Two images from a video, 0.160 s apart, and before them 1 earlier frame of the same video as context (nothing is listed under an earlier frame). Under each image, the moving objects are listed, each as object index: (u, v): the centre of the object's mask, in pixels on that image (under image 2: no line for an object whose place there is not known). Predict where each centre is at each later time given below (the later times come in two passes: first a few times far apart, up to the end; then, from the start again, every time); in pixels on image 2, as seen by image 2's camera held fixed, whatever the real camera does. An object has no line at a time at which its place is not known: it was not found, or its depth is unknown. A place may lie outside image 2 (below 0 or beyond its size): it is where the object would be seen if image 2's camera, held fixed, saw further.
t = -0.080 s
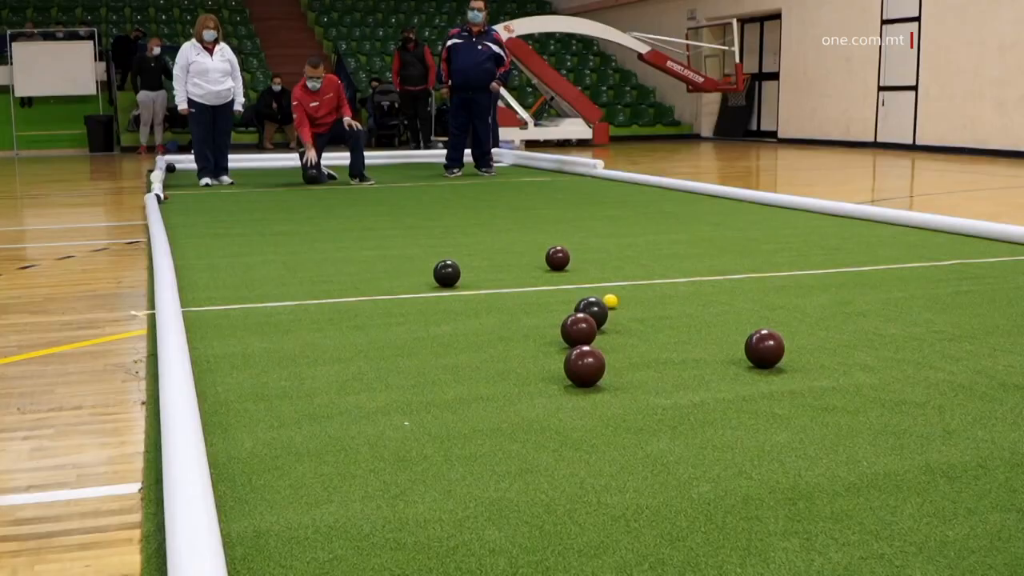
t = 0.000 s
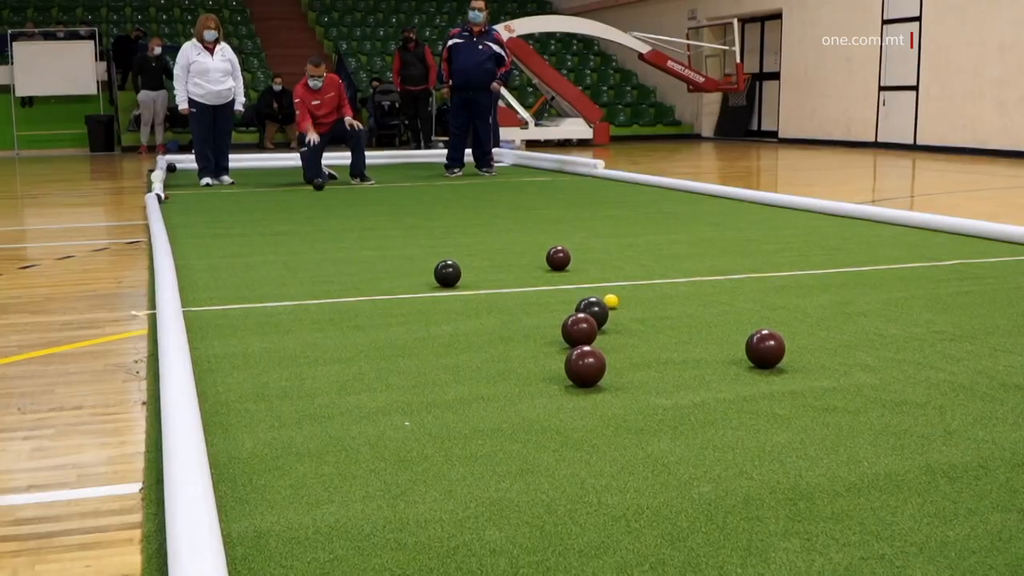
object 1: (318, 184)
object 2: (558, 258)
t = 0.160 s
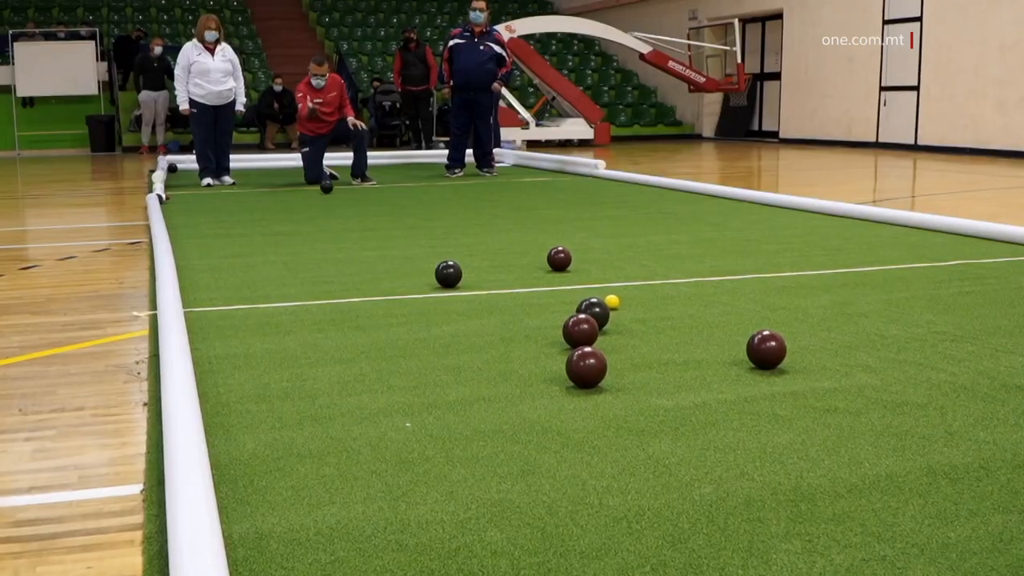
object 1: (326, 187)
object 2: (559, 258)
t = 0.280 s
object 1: (332, 189)
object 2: (559, 258)
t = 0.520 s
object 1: (344, 193)
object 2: (559, 258)
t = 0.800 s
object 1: (358, 198)
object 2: (559, 258)
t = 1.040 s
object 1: (372, 202)
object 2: (559, 258)
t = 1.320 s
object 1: (388, 208)
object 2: (559, 258)
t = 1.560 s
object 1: (402, 213)
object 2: (559, 258)
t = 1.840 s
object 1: (419, 219)
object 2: (559, 258)
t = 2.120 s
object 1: (437, 225)
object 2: (559, 258)
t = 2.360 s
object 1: (455, 230)
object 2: (559, 258)
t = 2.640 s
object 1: (475, 237)
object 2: (559, 258)
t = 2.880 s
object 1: (492, 242)
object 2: (559, 258)
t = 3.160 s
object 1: (511, 248)
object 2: (559, 258)
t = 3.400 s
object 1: (528, 253)
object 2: (559, 258)
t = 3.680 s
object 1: (536, 258)
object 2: (570, 259)
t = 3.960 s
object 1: (532, 261)
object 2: (589, 262)
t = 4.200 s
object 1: (529, 264)
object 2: (601, 264)
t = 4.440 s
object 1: (526, 265)
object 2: (611, 265)
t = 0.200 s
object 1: (328, 188)
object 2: (559, 258)
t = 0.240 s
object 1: (330, 188)
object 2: (559, 258)
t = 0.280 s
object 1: (332, 189)
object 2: (559, 258)
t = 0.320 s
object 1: (333, 189)
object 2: (559, 258)
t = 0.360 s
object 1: (336, 190)
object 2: (559, 258)
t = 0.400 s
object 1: (338, 191)
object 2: (559, 258)
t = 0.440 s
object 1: (340, 191)
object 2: (559, 258)
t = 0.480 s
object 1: (342, 192)
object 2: (559, 258)
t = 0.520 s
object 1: (344, 193)
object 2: (559, 258)
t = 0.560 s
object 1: (346, 194)
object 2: (559, 258)
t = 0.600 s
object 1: (348, 194)
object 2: (559, 258)
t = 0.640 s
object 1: (350, 195)
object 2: (559, 258)
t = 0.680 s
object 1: (352, 196)
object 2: (559, 258)
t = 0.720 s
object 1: (354, 196)
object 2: (559, 258)
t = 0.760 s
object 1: (356, 197)
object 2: (559, 258)
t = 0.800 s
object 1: (358, 198)
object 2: (559, 258)
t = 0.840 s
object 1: (360, 199)
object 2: (559, 258)
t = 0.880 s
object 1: (363, 200)
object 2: (559, 258)
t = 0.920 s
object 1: (365, 200)
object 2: (559, 258)
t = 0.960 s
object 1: (367, 201)
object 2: (559, 258)
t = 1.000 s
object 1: (369, 202)
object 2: (559, 258)
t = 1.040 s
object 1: (372, 202)
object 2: (559, 258)
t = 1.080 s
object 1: (374, 203)
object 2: (559, 258)
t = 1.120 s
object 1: (376, 204)
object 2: (559, 258)
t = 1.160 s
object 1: (378, 205)
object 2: (559, 258)
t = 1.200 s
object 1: (381, 205)
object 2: (559, 258)
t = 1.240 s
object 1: (383, 206)
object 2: (559, 258)
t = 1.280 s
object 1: (385, 207)
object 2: (559, 258)
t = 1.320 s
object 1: (388, 208)
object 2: (559, 258)
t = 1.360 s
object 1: (390, 208)
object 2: (559, 258)
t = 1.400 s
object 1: (392, 210)
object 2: (559, 258)
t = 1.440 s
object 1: (395, 210)
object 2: (559, 258)
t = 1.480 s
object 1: (397, 211)
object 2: (559, 258)
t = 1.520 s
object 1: (399, 212)
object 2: (559, 258)
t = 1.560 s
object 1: (402, 213)
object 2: (559, 258)
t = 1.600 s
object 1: (404, 214)
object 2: (559, 258)
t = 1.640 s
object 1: (406, 215)
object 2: (559, 258)
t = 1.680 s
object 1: (409, 216)
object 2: (559, 258)
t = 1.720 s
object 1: (411, 217)
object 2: (559, 258)
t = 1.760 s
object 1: (414, 217)
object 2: (559, 258)
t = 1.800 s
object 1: (416, 218)
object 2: (559, 258)
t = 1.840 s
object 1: (419, 219)
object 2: (559, 258)
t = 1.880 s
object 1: (421, 220)
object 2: (559, 258)
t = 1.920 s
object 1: (424, 221)
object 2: (559, 258)
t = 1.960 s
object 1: (426, 221)
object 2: (559, 258)
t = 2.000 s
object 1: (429, 222)
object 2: (559, 258)
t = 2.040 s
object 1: (432, 223)
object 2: (559, 258)
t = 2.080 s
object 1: (435, 224)
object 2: (559, 258)
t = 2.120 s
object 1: (437, 225)
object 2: (559, 258)
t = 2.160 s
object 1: (440, 226)
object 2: (559, 258)
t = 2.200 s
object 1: (443, 227)
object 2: (559, 258)
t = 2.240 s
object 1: (446, 227)
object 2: (559, 258)
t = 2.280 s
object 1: (449, 228)
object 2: (559, 258)
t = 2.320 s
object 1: (452, 229)
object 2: (559, 258)
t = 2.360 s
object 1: (455, 230)
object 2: (559, 258)
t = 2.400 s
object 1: (457, 231)
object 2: (559, 258)
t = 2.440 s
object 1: (460, 232)
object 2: (559, 258)
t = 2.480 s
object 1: (463, 233)
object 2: (559, 258)
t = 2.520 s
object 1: (466, 234)
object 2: (559, 258)
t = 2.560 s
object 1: (469, 235)
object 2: (559, 258)
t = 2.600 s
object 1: (472, 235)
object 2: (559, 258)
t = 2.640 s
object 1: (475, 237)
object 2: (559, 258)
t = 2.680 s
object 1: (477, 237)
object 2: (559, 258)
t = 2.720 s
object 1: (480, 238)
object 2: (559, 258)
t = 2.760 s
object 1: (483, 239)
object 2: (559, 258)
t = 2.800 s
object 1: (486, 240)
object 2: (559, 258)
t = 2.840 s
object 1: (489, 241)
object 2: (559, 258)
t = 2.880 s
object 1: (492, 242)
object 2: (559, 258)
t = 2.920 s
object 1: (494, 242)
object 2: (559, 258)
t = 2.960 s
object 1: (497, 243)
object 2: (559, 258)
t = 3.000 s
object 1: (500, 244)
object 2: (559, 258)
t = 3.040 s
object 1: (503, 245)
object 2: (559, 258)
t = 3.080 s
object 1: (505, 246)
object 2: (559, 258)
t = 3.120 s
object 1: (508, 247)
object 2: (559, 258)
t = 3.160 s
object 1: (511, 248)
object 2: (559, 258)
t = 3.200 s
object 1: (514, 249)
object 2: (559, 258)
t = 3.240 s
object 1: (517, 249)
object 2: (559, 258)
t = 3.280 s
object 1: (519, 250)
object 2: (559, 258)
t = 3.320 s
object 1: (522, 251)
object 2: (559, 258)
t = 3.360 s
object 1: (525, 252)
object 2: (559, 258)
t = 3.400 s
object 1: (528, 253)
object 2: (559, 258)
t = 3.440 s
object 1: (531, 254)
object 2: (559, 258)
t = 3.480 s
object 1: (533, 255)
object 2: (559, 258)
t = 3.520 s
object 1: (536, 256)
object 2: (559, 258)
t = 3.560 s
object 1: (538, 256)
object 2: (560, 258)
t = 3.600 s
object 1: (537, 257)
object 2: (564, 259)
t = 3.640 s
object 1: (536, 258)
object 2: (567, 259)
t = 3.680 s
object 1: (536, 258)
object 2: (570, 259)
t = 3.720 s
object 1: (535, 259)
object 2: (573, 260)
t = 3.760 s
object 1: (534, 259)
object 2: (576, 260)
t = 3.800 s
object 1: (534, 259)
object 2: (579, 261)
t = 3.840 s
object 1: (533, 260)
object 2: (581, 261)
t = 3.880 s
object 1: (533, 260)
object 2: (584, 261)
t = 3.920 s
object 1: (532, 261)
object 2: (587, 262)
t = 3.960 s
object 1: (532, 261)
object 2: (589, 262)
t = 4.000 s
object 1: (531, 262)
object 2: (591, 262)
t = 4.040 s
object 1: (531, 262)
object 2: (593, 263)
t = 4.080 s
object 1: (530, 263)
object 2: (596, 263)
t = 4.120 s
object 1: (530, 263)
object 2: (598, 263)
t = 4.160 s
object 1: (530, 263)
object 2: (600, 263)
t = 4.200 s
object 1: (529, 264)
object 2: (601, 264)
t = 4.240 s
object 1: (528, 264)
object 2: (603, 264)
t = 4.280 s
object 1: (528, 264)
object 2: (605, 264)
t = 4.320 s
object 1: (527, 264)
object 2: (607, 264)
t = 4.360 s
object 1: (527, 265)
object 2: (608, 265)
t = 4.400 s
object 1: (526, 265)
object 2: (610, 265)
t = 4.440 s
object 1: (526, 265)
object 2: (611, 265)
